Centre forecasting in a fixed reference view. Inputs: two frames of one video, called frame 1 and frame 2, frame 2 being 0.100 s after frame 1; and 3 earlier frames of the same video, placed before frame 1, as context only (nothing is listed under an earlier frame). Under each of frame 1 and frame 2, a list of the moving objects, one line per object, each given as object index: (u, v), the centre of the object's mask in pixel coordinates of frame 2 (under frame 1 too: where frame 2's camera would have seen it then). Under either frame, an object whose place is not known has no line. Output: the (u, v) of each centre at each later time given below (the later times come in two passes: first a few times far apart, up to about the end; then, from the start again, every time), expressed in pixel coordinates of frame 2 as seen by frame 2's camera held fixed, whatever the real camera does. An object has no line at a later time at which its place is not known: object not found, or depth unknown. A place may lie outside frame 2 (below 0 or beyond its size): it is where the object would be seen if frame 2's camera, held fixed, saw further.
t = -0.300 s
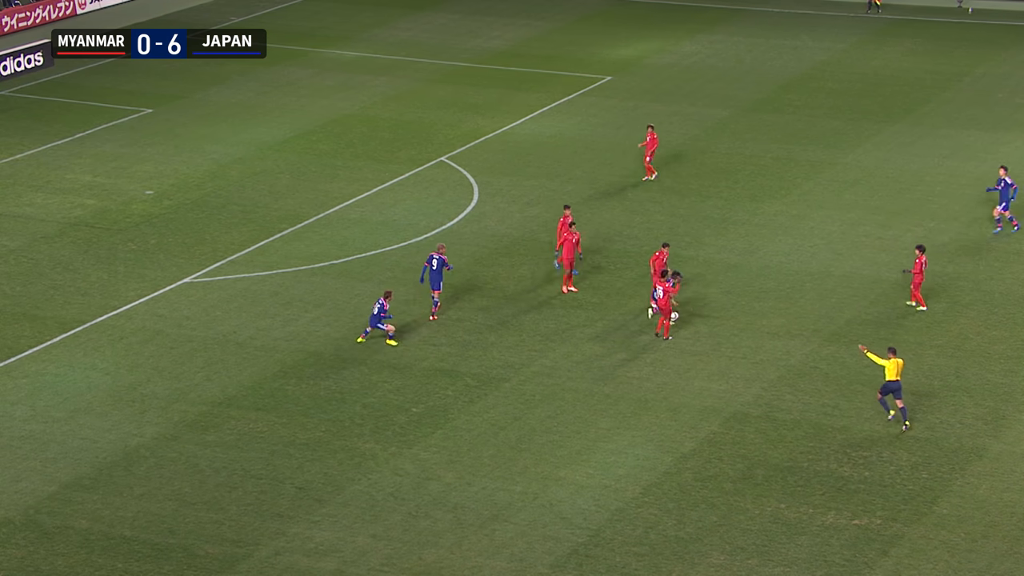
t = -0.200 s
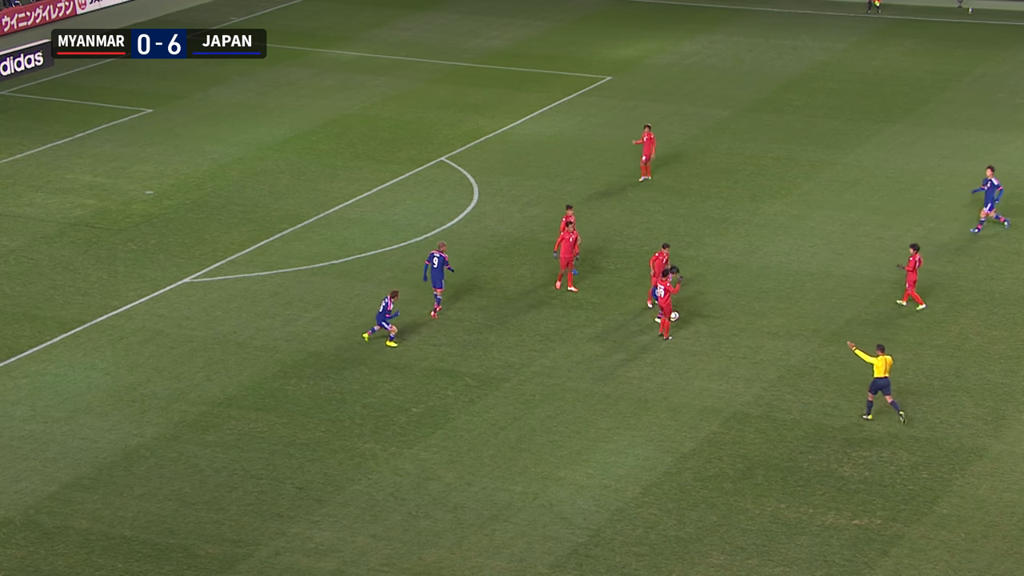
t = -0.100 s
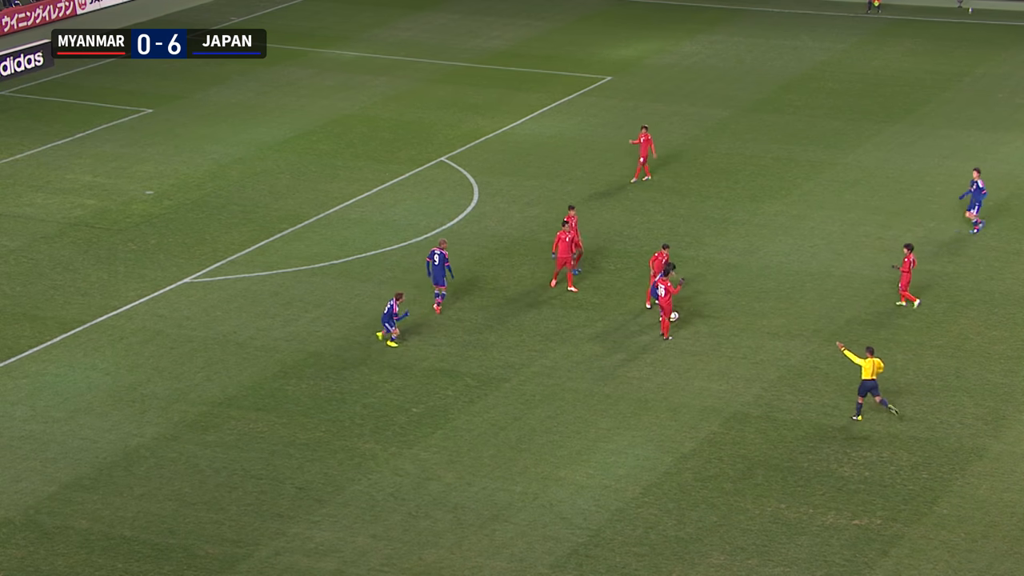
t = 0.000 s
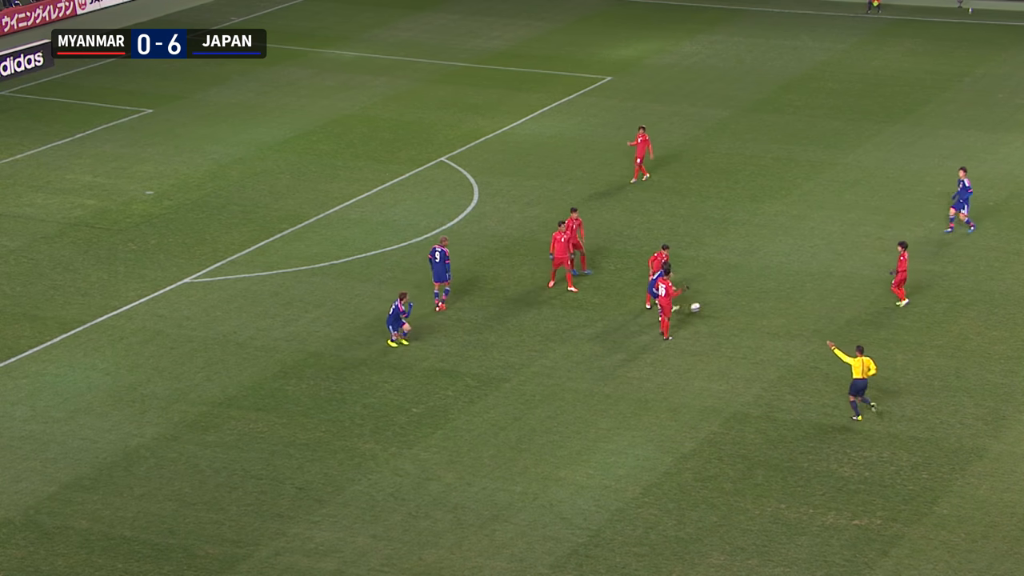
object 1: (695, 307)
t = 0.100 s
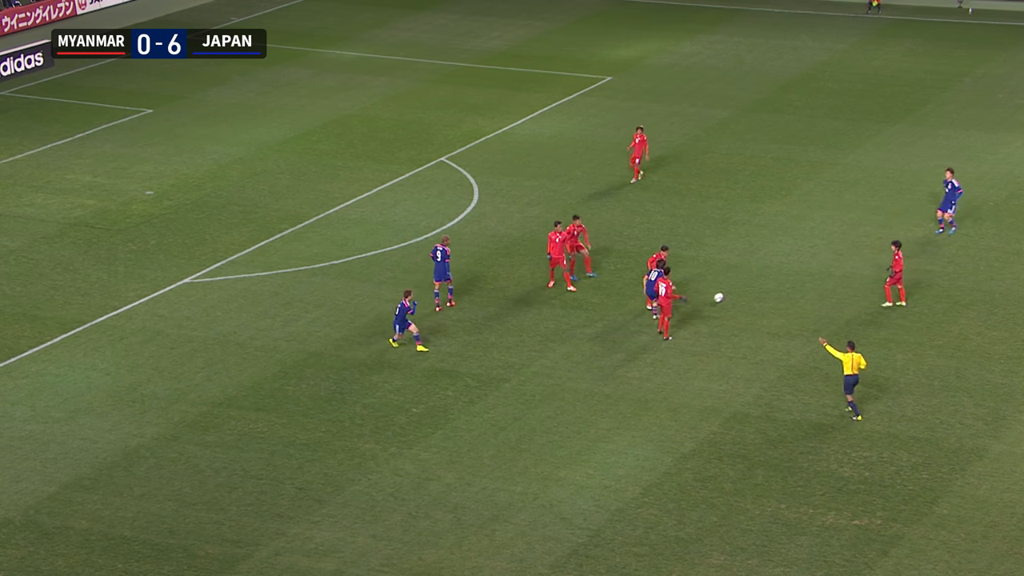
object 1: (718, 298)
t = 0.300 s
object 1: (760, 280)
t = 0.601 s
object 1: (809, 257)
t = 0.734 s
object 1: (827, 249)
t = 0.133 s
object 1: (725, 294)
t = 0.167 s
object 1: (733, 292)
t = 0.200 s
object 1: (740, 288)
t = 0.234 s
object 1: (746, 285)
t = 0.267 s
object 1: (753, 282)
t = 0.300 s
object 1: (760, 280)
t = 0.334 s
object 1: (766, 277)
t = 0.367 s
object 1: (772, 275)
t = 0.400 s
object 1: (778, 272)
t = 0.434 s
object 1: (784, 269)
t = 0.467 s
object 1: (789, 267)
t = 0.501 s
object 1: (794, 264)
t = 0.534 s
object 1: (799, 262)
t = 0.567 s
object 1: (804, 259)
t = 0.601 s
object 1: (809, 257)
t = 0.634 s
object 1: (814, 256)
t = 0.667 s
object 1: (819, 254)
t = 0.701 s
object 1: (823, 251)
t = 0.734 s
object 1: (827, 249)
